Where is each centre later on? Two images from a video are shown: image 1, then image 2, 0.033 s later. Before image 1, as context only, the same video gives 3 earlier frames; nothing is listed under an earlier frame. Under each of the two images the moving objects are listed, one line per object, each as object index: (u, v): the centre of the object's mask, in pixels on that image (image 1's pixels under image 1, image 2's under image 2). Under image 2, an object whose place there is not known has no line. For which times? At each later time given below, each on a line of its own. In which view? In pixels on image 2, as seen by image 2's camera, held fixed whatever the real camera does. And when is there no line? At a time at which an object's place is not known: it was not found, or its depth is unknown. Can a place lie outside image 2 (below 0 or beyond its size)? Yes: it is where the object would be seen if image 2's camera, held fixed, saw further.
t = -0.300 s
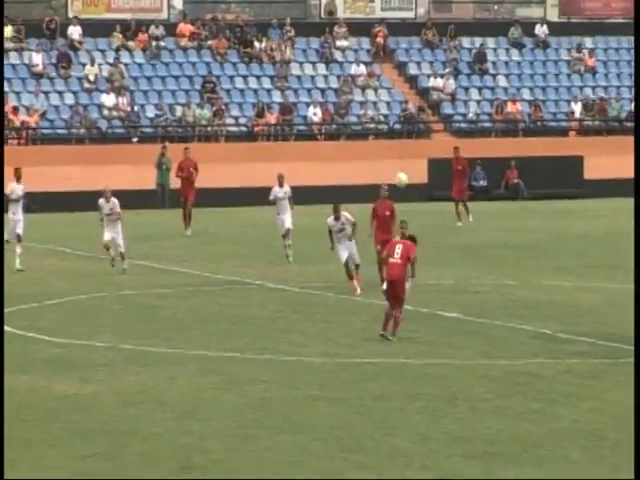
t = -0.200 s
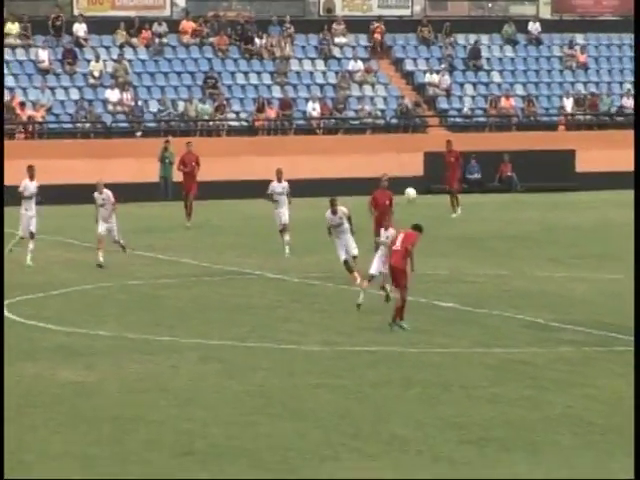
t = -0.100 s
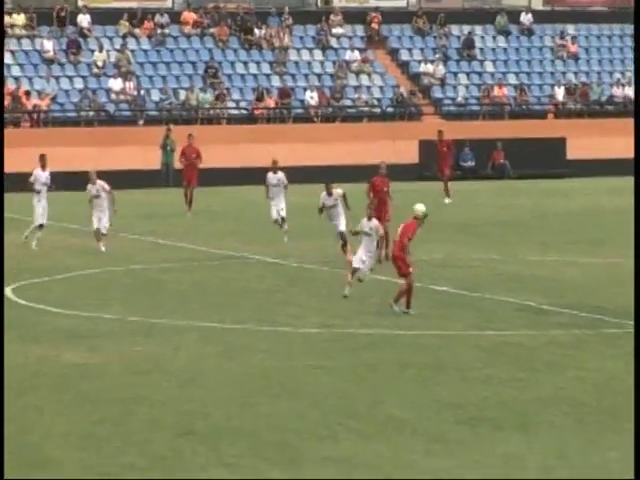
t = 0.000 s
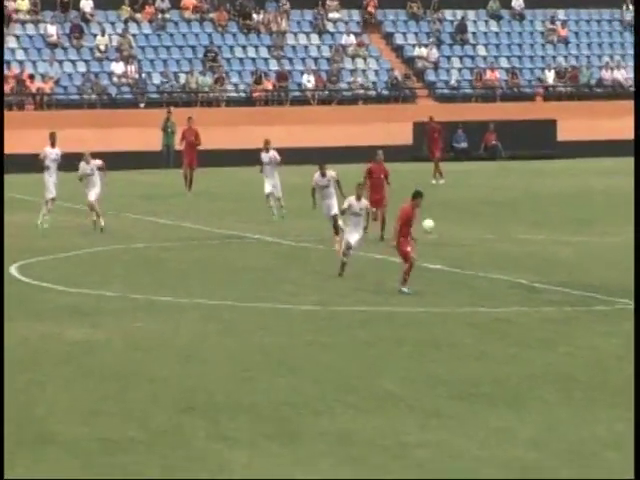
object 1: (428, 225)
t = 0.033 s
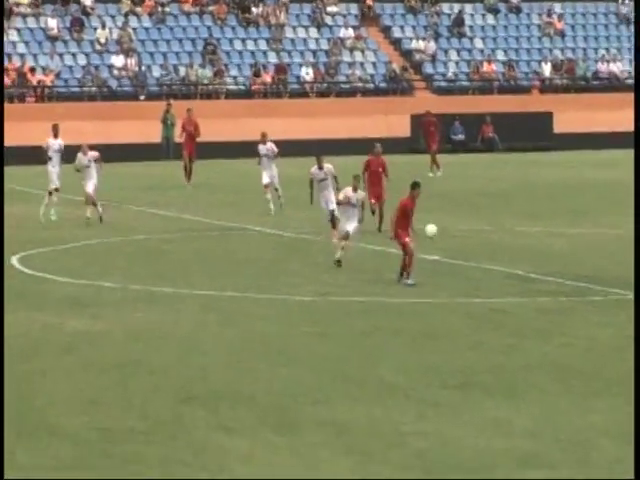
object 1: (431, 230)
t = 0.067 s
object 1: (436, 244)
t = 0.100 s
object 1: (441, 258)
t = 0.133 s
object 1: (446, 276)
